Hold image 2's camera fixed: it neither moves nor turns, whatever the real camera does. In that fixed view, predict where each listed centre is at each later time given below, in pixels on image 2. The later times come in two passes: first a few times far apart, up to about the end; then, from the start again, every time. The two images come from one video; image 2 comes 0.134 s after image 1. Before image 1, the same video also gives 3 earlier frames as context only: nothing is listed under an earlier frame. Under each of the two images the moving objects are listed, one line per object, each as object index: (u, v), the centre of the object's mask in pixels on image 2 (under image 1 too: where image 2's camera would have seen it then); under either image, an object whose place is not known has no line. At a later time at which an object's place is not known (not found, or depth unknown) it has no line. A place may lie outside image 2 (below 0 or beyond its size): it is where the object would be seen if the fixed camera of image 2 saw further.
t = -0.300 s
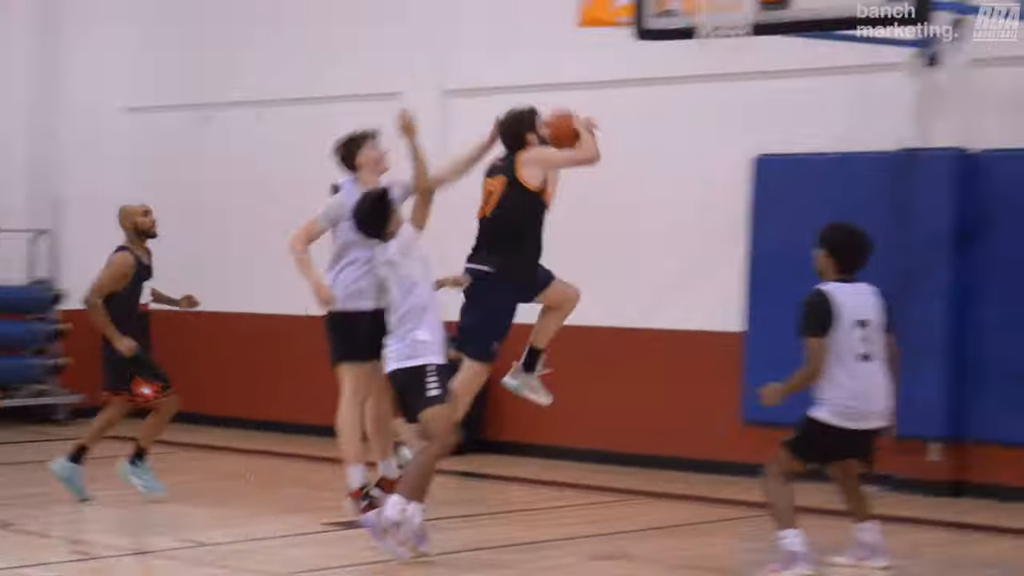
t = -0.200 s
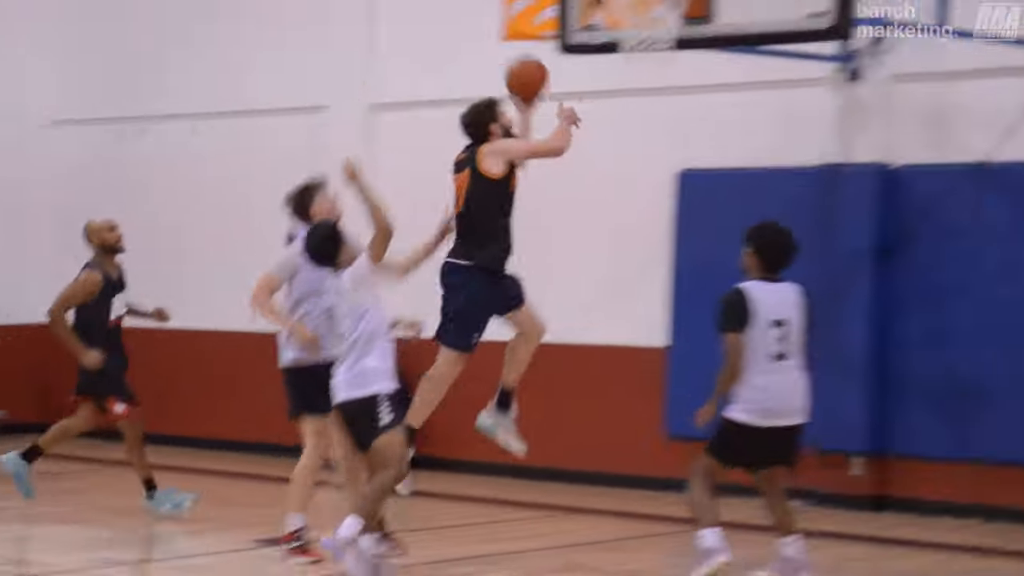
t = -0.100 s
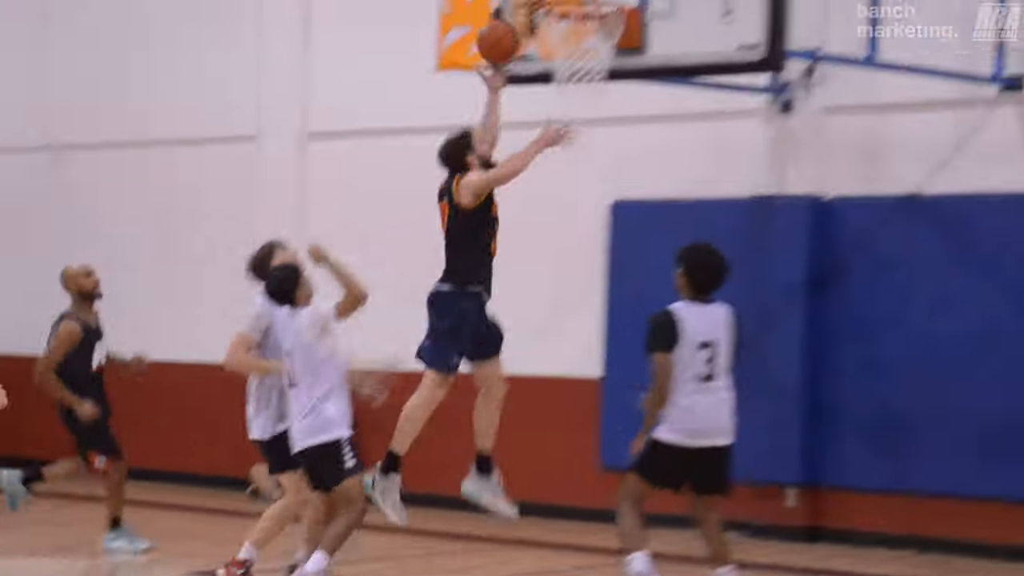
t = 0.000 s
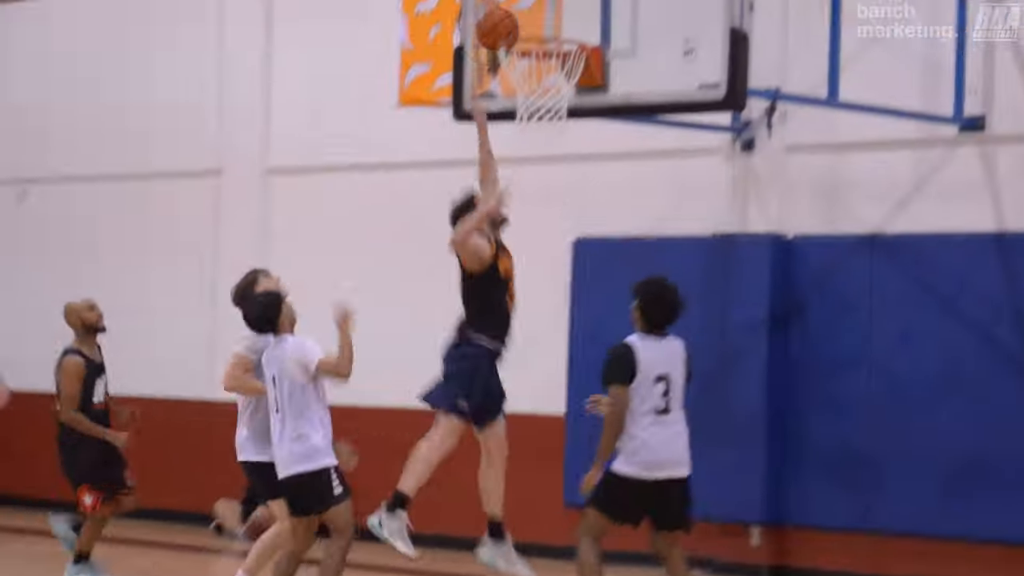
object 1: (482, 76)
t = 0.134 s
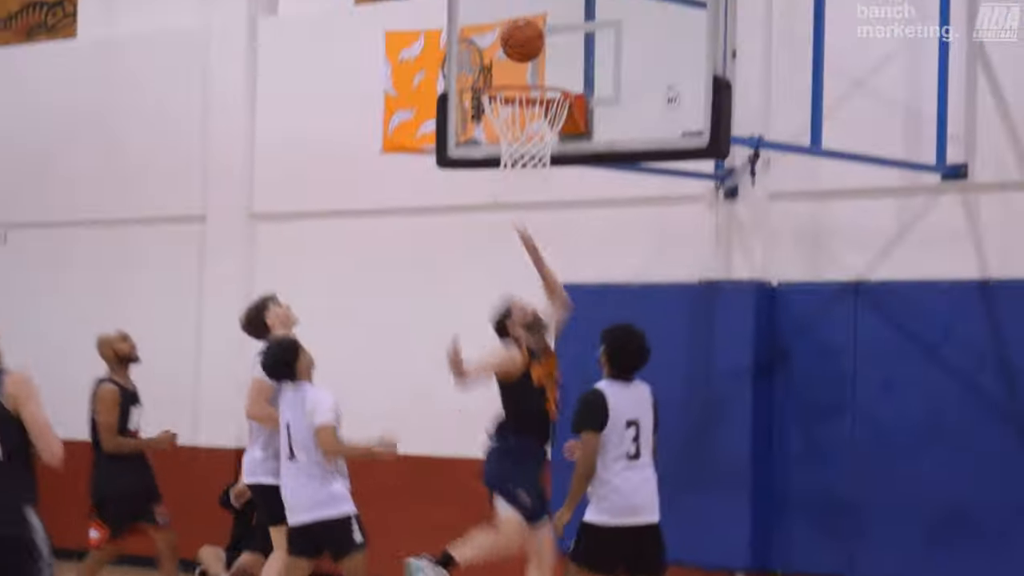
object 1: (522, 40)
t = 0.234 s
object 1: (523, 36)
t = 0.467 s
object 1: (524, 95)
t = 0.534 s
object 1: (522, 127)
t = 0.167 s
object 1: (522, 37)
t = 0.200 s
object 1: (522, 35)
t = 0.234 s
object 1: (523, 36)
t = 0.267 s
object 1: (523, 38)
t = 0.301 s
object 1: (523, 42)
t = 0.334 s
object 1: (523, 48)
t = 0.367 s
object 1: (523, 57)
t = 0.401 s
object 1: (524, 67)
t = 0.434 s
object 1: (523, 82)
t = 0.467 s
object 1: (524, 95)
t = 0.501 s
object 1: (524, 113)
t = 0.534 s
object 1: (522, 127)
